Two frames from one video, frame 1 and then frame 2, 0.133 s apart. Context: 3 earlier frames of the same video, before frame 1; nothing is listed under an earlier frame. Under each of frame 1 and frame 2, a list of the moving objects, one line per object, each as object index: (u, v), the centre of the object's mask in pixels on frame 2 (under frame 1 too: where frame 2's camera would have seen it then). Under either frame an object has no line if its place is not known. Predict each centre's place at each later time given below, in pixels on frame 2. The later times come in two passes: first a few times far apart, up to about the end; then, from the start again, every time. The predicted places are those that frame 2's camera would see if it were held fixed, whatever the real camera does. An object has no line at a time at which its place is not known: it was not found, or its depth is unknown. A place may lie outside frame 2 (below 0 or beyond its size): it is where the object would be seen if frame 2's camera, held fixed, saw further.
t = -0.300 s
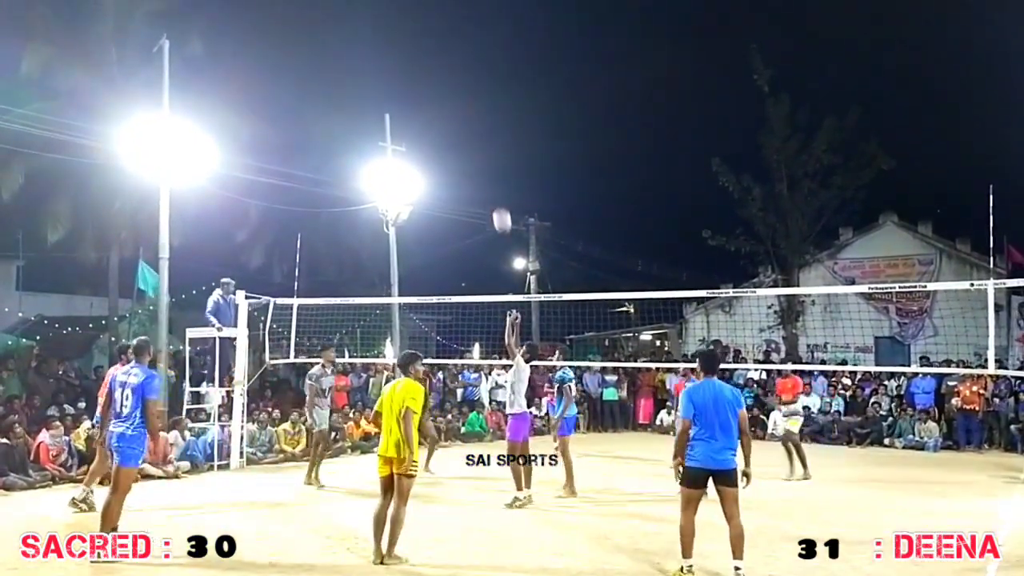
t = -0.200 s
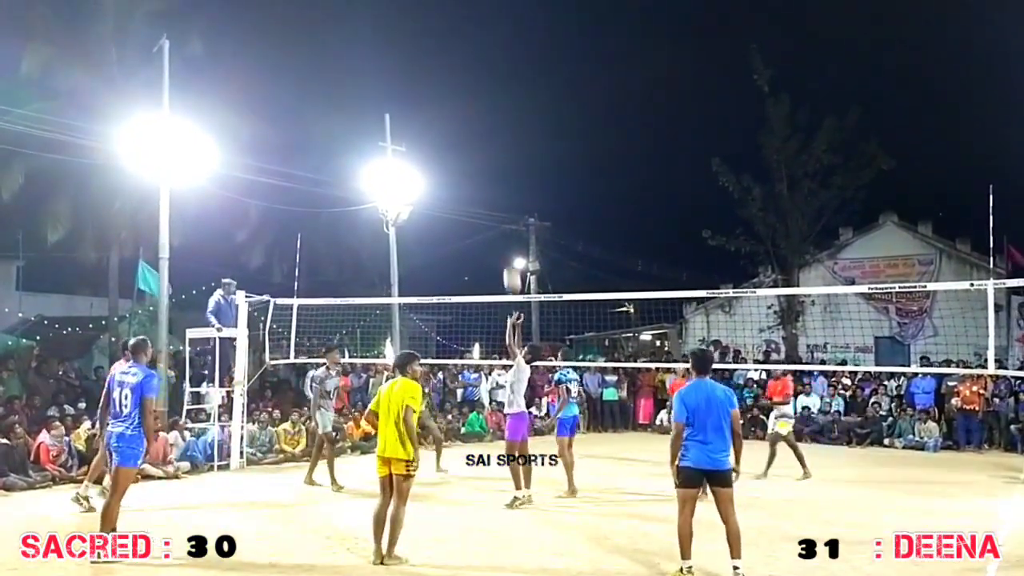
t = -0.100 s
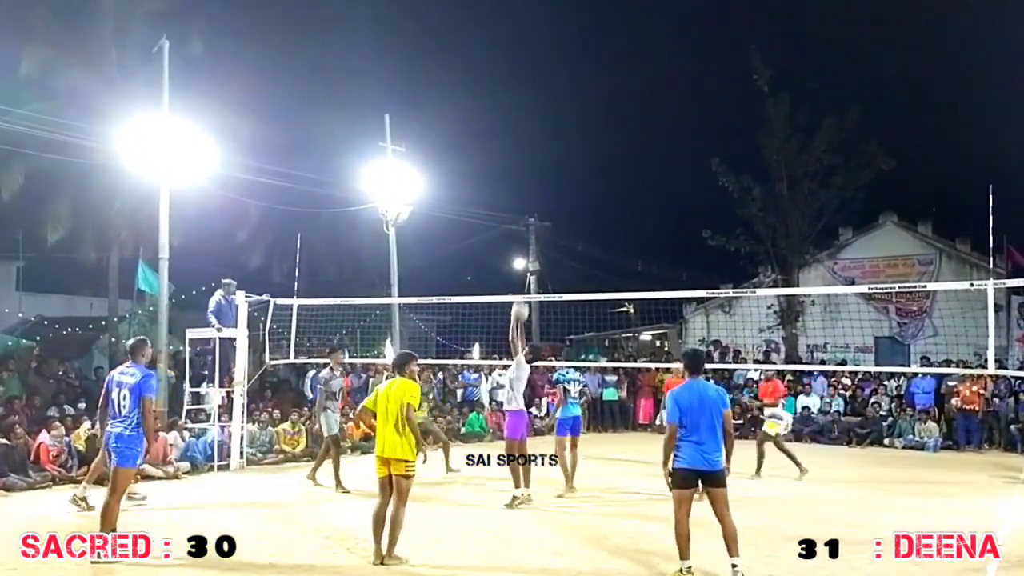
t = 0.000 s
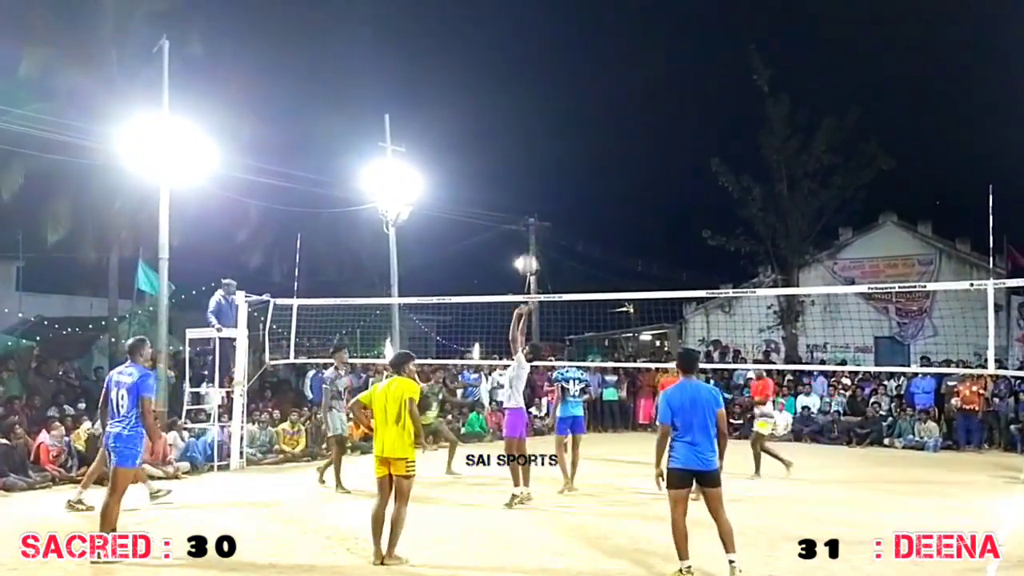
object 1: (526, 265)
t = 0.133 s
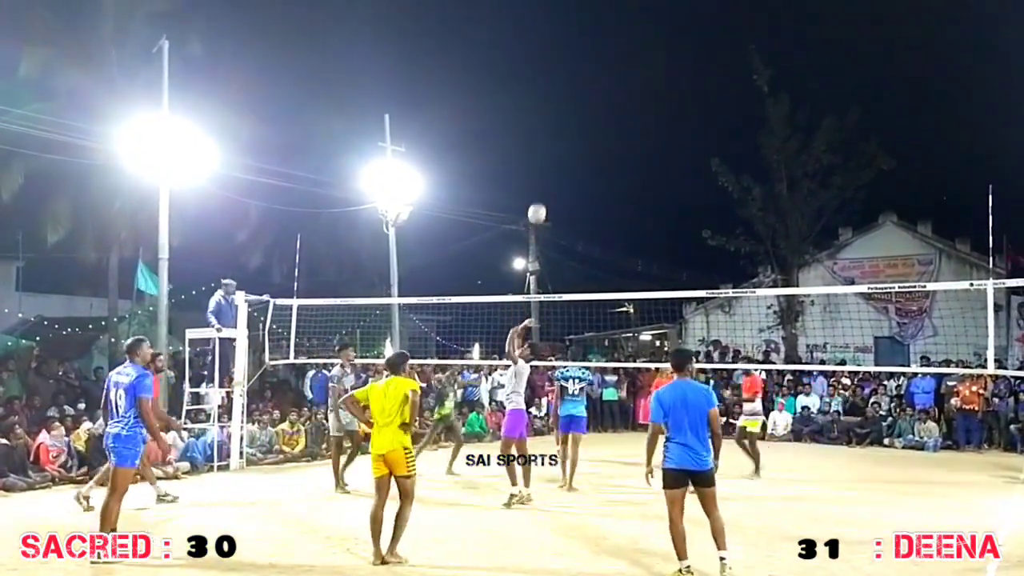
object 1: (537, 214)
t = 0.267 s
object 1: (547, 176)
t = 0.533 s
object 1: (568, 143)
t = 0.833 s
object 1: (592, 172)
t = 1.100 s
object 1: (615, 262)
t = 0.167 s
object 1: (539, 203)
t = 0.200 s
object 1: (542, 193)
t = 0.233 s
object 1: (544, 184)
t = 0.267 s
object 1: (547, 176)
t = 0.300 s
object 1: (550, 169)
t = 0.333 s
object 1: (552, 163)
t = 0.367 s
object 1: (555, 157)
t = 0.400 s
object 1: (557, 152)
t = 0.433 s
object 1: (560, 149)
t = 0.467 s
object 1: (563, 146)
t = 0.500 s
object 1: (565, 144)
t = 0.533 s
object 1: (568, 143)
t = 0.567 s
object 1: (571, 142)
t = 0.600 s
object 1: (573, 143)
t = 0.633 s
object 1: (576, 144)
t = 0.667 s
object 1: (579, 147)
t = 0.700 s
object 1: (581, 150)
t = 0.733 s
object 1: (584, 154)
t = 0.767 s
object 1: (587, 159)
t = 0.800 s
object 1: (589, 165)
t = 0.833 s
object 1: (592, 172)
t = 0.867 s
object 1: (595, 181)
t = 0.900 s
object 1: (598, 190)
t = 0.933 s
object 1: (600, 199)
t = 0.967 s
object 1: (603, 210)
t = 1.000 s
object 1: (606, 221)
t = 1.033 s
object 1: (609, 234)
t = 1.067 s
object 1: (612, 247)
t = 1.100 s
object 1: (615, 262)
